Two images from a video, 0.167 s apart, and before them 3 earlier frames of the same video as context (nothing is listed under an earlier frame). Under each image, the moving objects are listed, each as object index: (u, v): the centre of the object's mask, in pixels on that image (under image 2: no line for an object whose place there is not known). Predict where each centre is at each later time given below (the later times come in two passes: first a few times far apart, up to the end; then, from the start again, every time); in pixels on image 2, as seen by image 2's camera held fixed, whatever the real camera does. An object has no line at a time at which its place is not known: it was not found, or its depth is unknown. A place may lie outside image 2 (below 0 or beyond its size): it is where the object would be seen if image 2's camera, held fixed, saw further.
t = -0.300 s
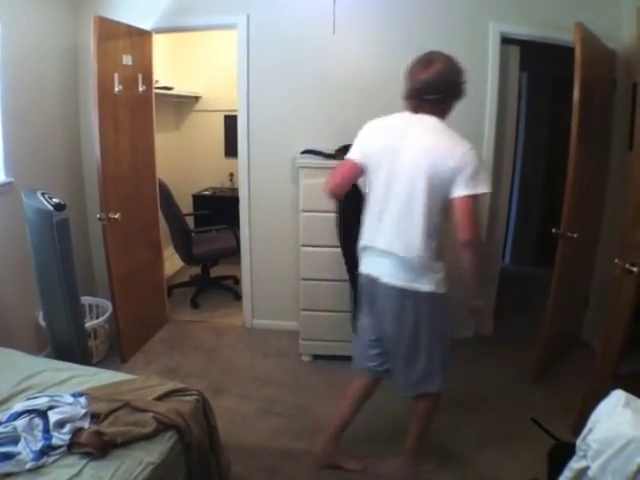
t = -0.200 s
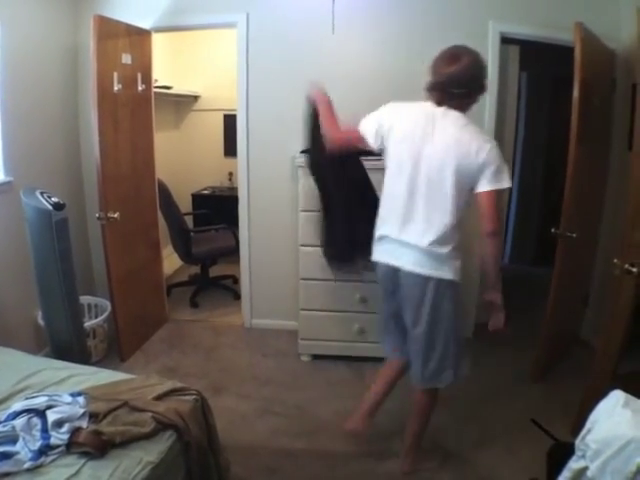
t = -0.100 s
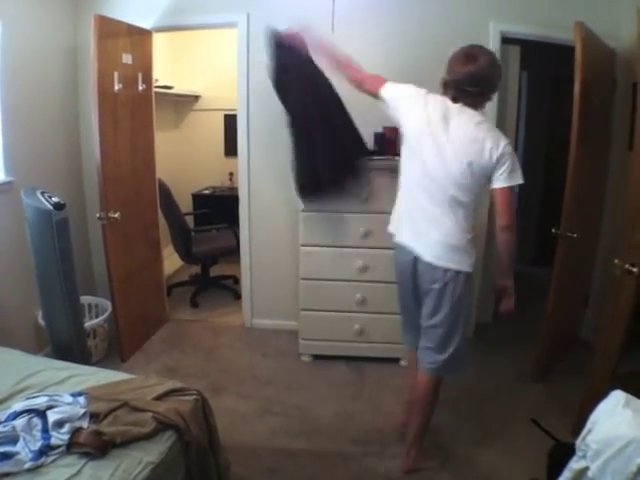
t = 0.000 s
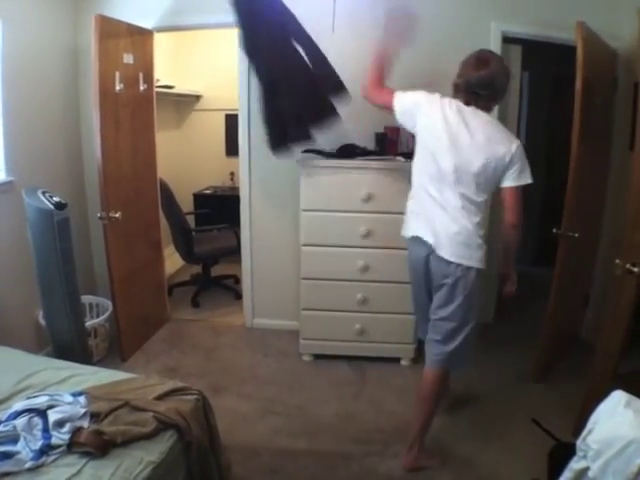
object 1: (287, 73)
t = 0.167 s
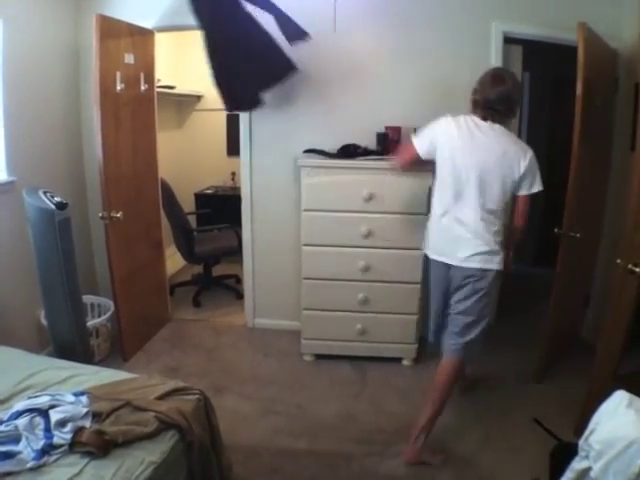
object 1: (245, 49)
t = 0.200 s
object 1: (236, 48)
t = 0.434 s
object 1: (167, 76)
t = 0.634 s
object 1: (143, 158)
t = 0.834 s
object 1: (130, 166)
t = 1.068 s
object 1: (122, 167)
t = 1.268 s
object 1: (122, 168)
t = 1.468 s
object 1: (124, 170)
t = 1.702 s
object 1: (128, 171)
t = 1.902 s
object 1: (130, 171)
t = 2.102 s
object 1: (129, 171)
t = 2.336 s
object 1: (128, 171)
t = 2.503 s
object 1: (127, 172)
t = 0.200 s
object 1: (236, 48)
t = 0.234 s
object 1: (227, 48)
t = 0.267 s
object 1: (217, 48)
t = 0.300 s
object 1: (208, 48)
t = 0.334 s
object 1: (198, 49)
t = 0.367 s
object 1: (187, 53)
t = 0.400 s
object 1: (176, 63)
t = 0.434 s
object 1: (167, 76)
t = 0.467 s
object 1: (155, 93)
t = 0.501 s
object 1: (149, 106)
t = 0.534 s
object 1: (146, 120)
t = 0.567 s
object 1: (146, 137)
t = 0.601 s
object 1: (145, 150)
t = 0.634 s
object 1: (143, 158)
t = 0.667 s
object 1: (141, 162)
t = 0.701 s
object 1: (136, 163)
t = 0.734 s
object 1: (134, 164)
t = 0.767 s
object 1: (132, 165)
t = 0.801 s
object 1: (131, 165)
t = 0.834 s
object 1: (130, 166)
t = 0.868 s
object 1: (128, 166)
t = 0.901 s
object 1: (127, 166)
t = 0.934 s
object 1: (125, 166)
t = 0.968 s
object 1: (124, 166)
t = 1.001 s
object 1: (123, 166)
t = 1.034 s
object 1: (123, 166)
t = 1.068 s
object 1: (122, 167)
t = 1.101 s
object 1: (122, 166)
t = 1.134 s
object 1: (121, 167)
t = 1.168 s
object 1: (121, 167)
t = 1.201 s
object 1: (121, 168)
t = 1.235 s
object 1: (121, 168)
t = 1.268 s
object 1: (122, 168)
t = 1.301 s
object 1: (122, 169)
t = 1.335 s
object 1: (122, 169)
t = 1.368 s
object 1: (122, 170)
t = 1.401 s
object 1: (123, 170)
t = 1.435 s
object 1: (124, 170)
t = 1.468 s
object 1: (124, 170)
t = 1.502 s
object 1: (125, 171)
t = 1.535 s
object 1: (126, 171)
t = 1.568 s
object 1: (126, 171)
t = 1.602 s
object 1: (127, 171)
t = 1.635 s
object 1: (127, 171)
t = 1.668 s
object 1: (128, 171)
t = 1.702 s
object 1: (128, 171)
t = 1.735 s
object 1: (129, 171)
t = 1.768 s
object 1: (129, 171)
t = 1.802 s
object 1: (129, 171)
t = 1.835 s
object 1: (130, 171)
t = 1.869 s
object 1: (130, 171)
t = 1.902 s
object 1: (130, 171)
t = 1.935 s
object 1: (130, 171)
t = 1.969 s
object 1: (129, 171)
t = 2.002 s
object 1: (129, 171)
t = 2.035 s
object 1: (129, 171)
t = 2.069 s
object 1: (129, 171)
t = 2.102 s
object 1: (129, 171)
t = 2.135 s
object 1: (129, 171)
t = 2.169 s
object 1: (128, 172)
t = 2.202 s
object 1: (128, 171)
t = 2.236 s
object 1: (128, 172)
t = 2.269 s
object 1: (128, 171)
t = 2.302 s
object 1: (128, 171)
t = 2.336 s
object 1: (128, 171)
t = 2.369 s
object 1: (128, 172)
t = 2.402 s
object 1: (128, 172)
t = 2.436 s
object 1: (128, 172)
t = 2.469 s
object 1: (128, 172)
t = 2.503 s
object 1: (127, 172)
